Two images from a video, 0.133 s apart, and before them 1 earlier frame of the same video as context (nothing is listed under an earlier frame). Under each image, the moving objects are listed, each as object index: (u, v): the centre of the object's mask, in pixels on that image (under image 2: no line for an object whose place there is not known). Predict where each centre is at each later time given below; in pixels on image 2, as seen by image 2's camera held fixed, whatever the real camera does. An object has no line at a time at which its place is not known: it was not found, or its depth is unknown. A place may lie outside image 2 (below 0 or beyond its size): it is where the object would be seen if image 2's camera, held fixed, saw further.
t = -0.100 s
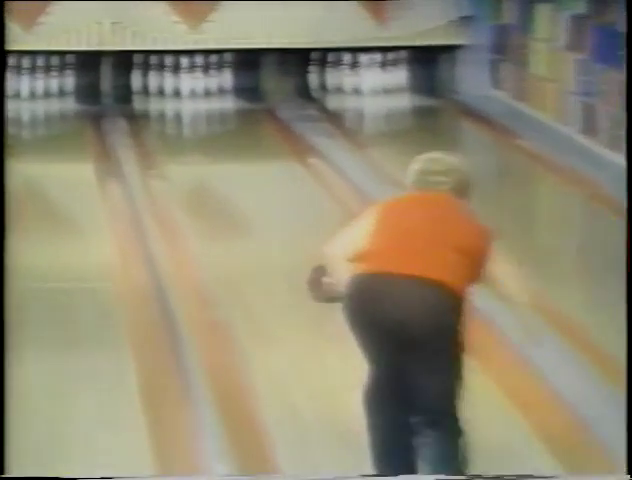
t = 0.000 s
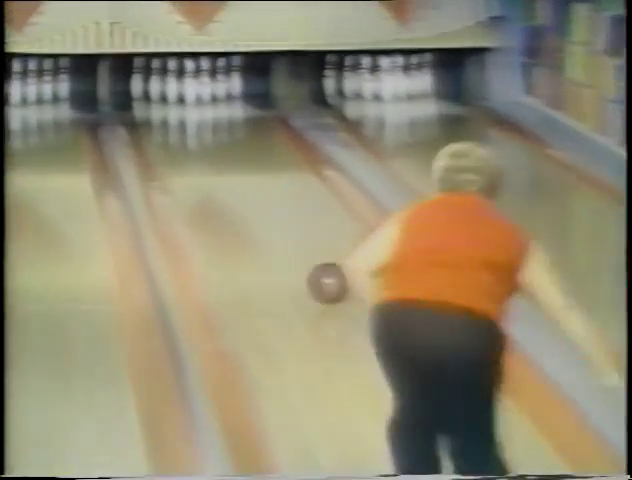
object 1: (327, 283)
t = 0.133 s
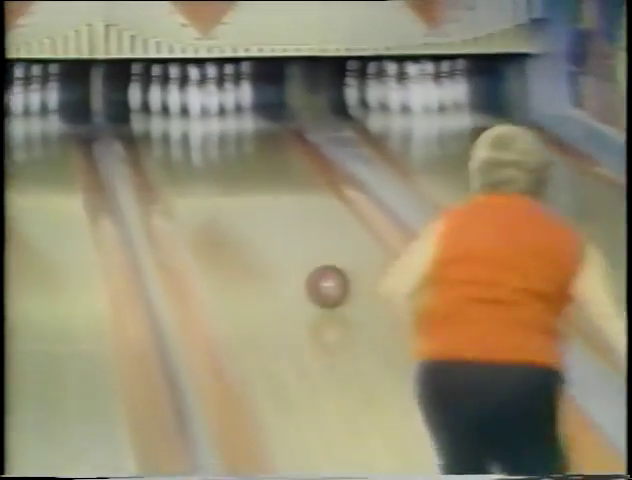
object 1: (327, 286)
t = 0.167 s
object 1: (321, 279)
